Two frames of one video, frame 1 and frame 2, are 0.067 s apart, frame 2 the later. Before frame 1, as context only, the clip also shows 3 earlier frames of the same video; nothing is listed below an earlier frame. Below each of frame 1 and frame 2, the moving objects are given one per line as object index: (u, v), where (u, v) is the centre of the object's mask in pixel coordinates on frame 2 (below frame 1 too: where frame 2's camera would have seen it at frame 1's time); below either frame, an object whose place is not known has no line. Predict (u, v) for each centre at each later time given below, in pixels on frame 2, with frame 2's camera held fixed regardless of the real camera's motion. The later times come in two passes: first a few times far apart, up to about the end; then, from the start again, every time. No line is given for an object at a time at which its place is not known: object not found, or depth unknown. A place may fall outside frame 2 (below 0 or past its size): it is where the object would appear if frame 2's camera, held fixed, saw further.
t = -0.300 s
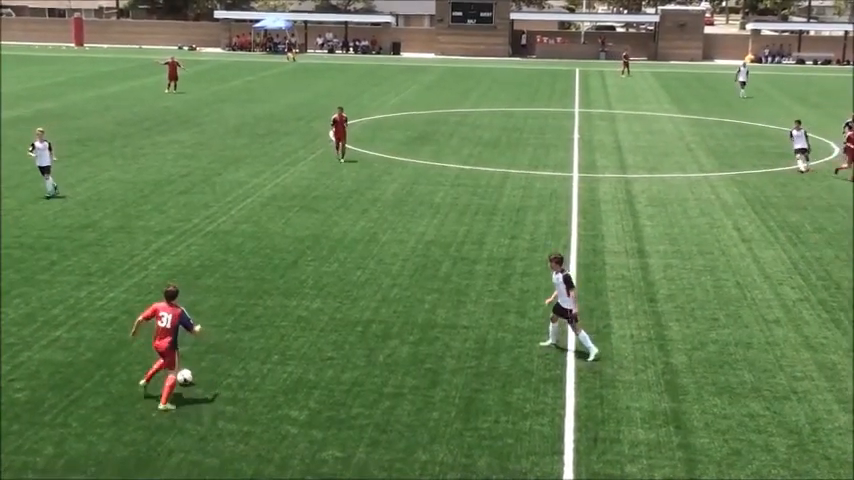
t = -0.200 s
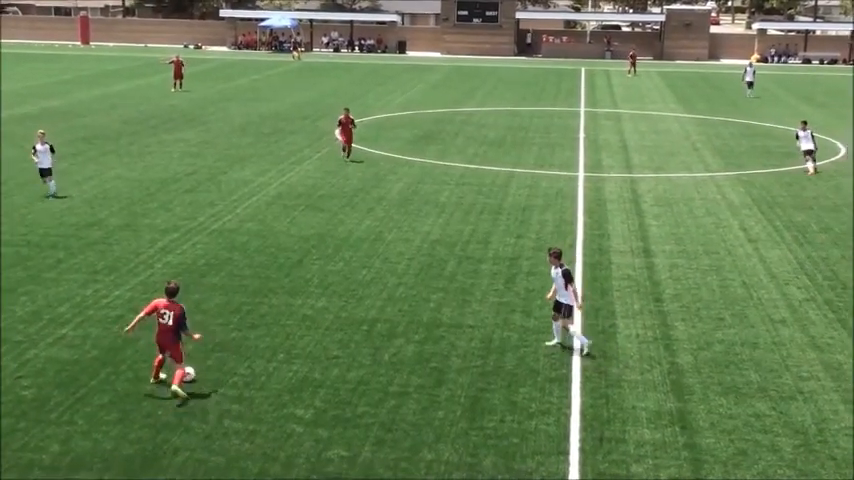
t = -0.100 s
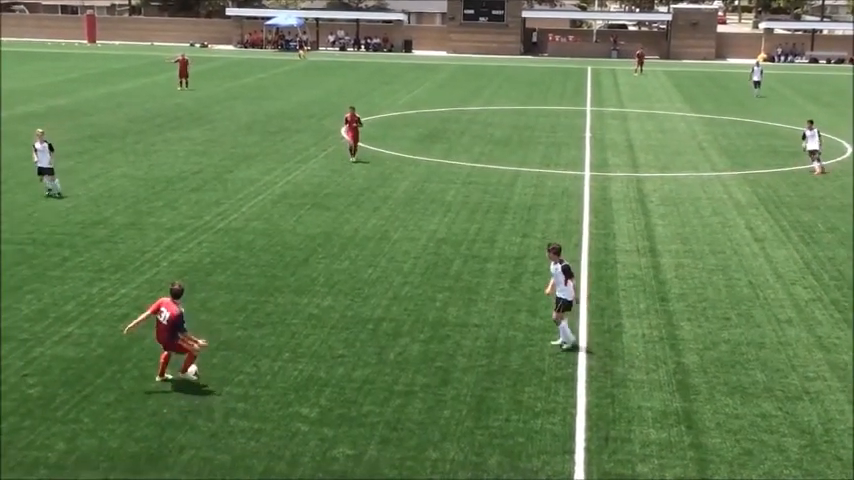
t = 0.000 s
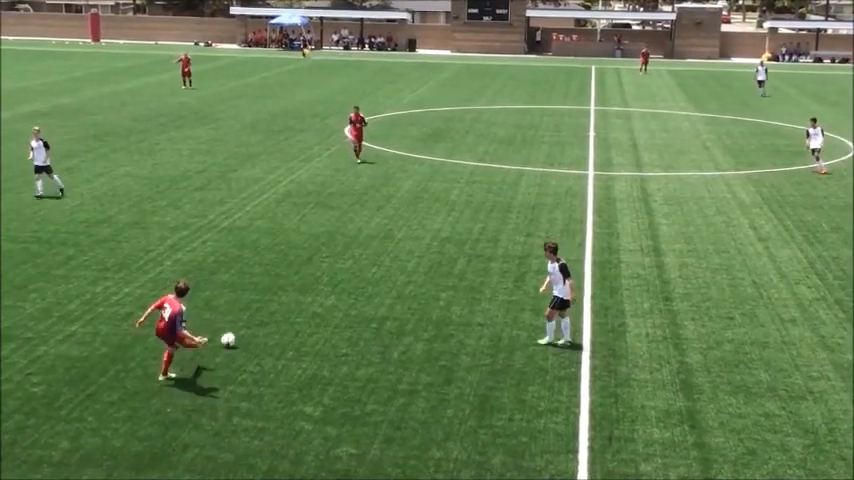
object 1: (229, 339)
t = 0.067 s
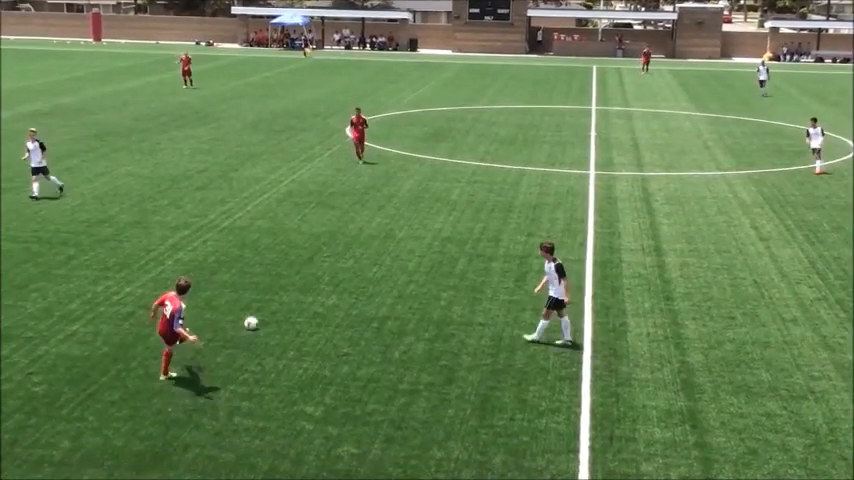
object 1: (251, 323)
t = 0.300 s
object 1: (307, 277)
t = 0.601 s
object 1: (352, 240)
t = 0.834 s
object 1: (375, 222)
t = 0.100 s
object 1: (260, 315)
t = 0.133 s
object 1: (269, 307)
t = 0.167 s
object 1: (278, 300)
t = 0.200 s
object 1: (286, 295)
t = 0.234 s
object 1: (294, 289)
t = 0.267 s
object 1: (300, 283)
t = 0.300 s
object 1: (307, 277)
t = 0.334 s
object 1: (313, 273)
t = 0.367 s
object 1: (319, 268)
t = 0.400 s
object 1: (324, 264)
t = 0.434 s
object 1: (329, 259)
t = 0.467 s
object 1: (335, 255)
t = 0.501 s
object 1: (340, 251)
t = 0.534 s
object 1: (344, 248)
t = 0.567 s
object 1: (347, 243)
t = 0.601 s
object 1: (352, 240)
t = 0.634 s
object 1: (355, 237)
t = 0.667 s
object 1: (359, 234)
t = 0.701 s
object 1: (363, 232)
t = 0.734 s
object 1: (366, 229)
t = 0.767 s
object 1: (369, 226)
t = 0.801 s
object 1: (372, 223)
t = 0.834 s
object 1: (375, 222)
